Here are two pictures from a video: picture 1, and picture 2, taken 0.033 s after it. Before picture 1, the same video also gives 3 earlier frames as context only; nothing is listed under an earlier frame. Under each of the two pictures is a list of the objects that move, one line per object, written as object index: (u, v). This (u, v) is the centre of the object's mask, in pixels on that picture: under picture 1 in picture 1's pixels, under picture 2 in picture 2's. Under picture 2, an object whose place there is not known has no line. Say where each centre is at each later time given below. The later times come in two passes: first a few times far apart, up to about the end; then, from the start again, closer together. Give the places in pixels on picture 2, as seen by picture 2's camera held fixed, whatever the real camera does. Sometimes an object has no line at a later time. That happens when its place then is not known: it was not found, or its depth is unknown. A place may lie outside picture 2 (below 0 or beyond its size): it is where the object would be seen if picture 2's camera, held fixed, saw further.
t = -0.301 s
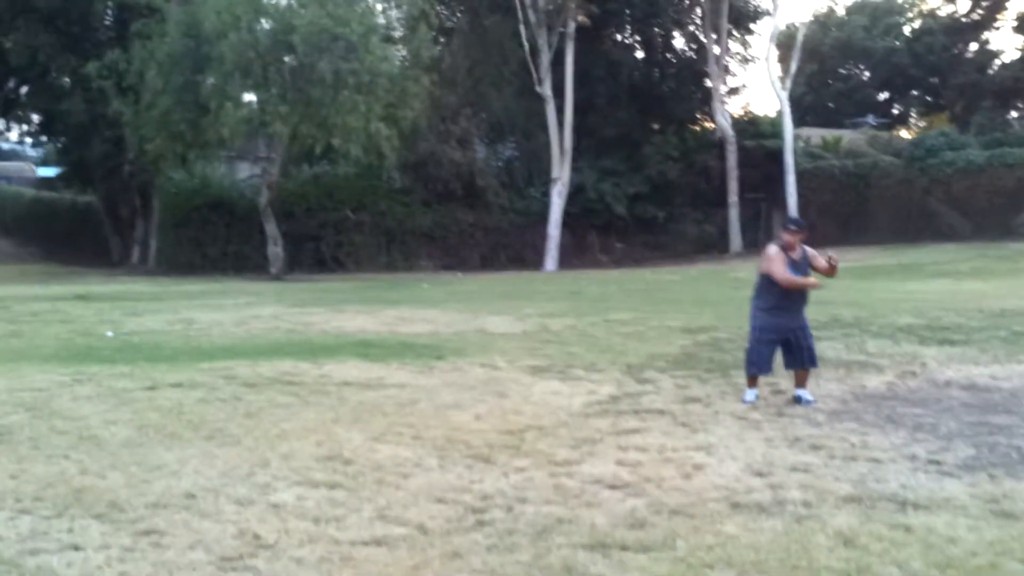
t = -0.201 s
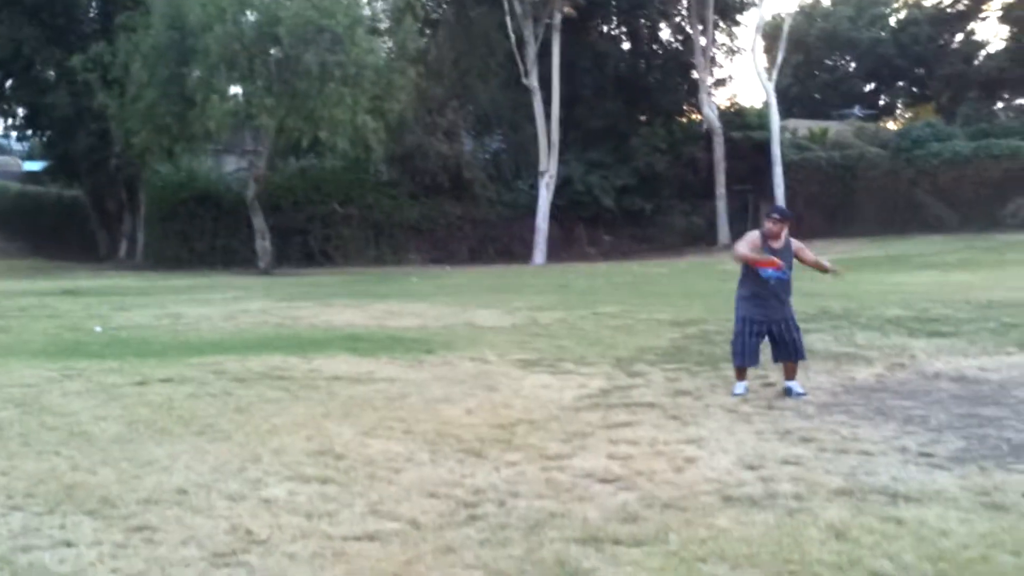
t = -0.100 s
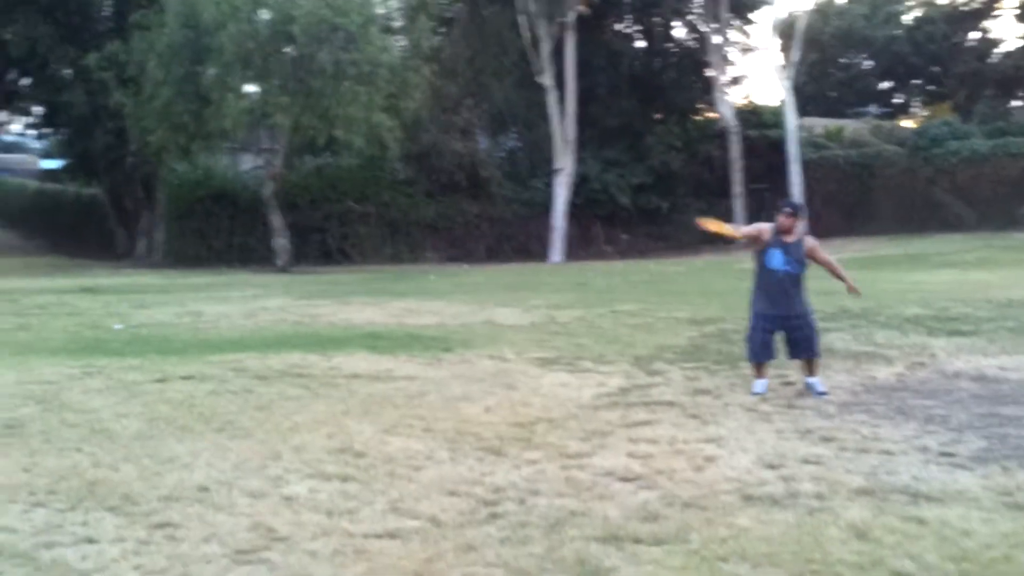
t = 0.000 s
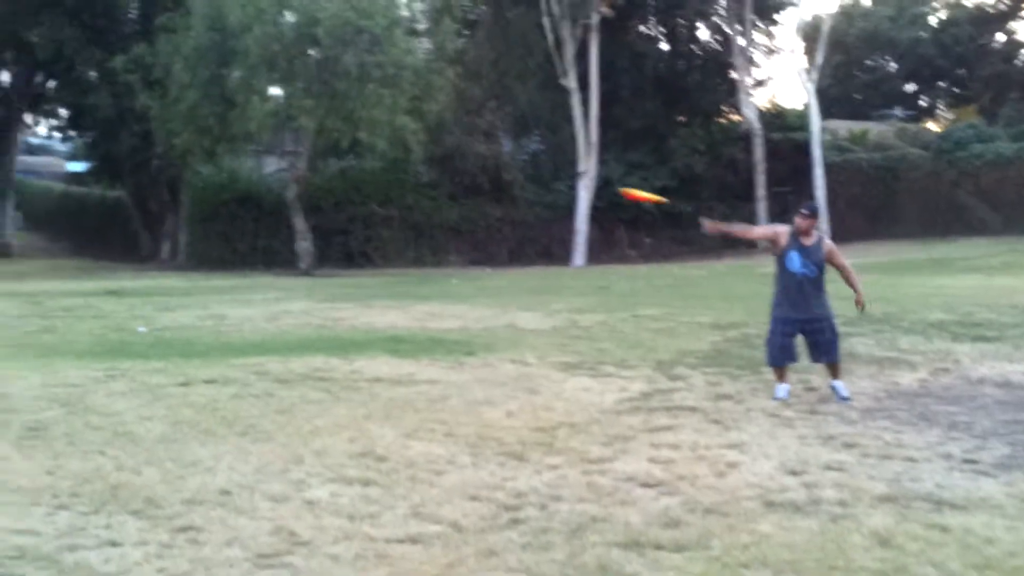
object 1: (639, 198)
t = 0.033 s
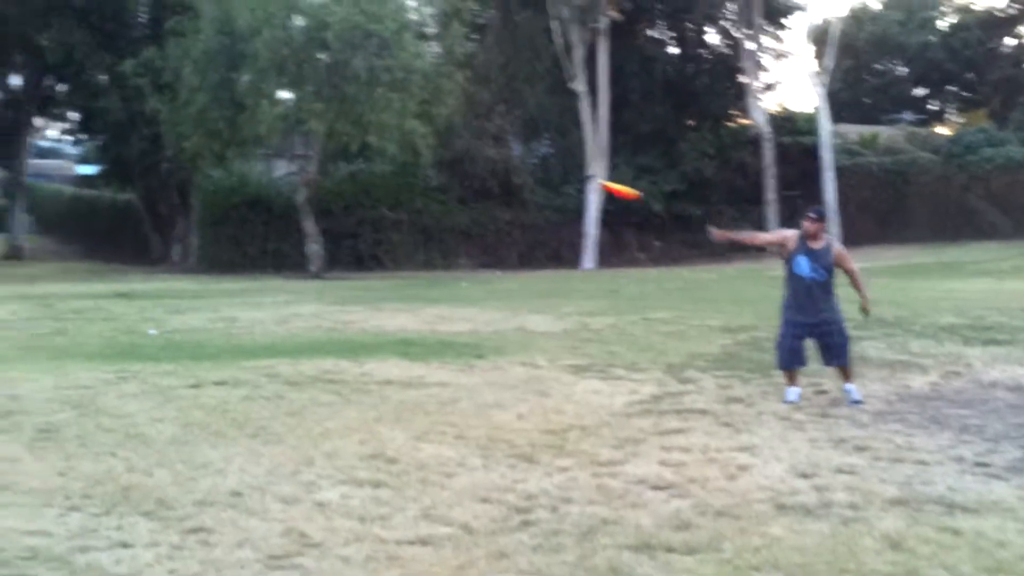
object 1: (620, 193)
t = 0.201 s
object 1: (447, 159)
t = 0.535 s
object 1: (101, 147)
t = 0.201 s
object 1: (447, 159)
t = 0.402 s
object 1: (232, 146)
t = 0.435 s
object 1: (196, 146)
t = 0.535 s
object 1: (101, 147)
